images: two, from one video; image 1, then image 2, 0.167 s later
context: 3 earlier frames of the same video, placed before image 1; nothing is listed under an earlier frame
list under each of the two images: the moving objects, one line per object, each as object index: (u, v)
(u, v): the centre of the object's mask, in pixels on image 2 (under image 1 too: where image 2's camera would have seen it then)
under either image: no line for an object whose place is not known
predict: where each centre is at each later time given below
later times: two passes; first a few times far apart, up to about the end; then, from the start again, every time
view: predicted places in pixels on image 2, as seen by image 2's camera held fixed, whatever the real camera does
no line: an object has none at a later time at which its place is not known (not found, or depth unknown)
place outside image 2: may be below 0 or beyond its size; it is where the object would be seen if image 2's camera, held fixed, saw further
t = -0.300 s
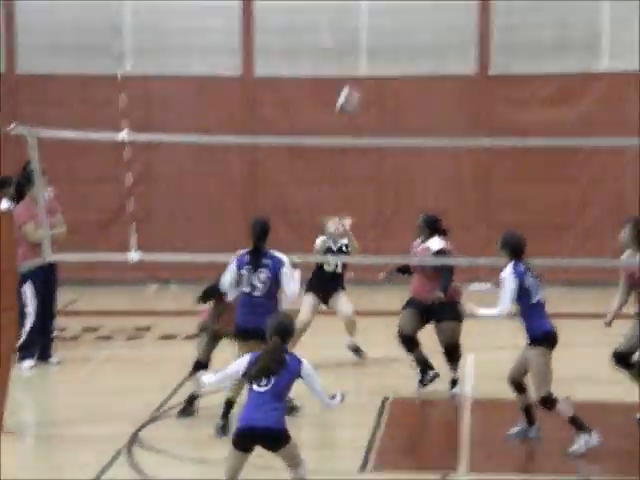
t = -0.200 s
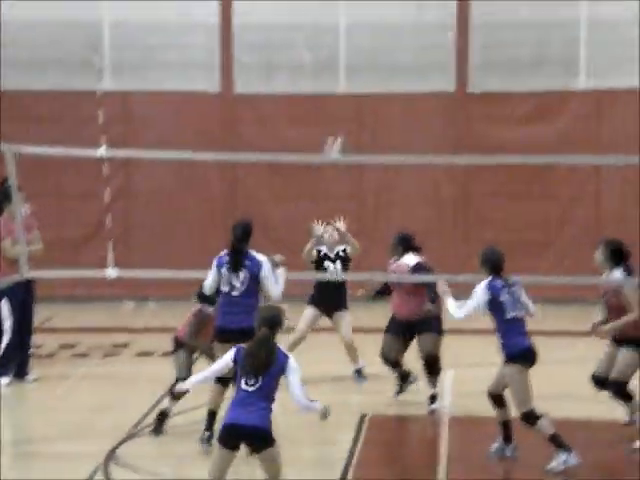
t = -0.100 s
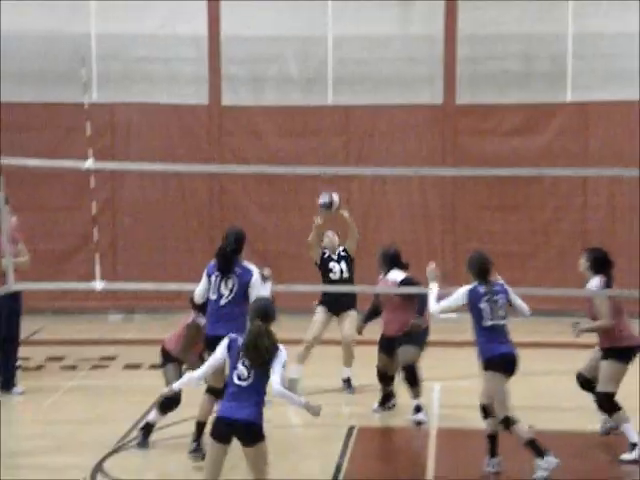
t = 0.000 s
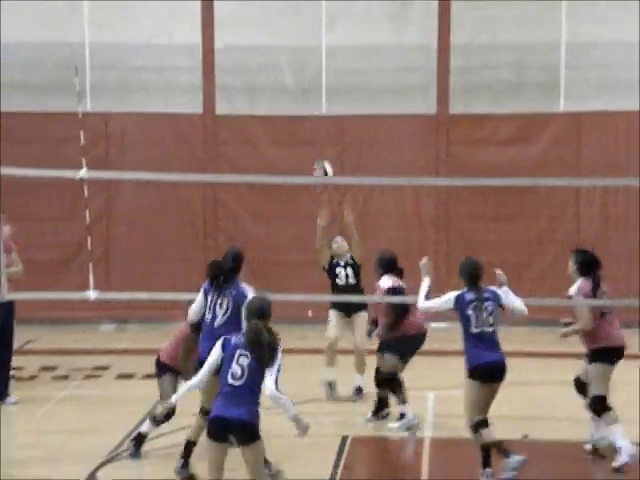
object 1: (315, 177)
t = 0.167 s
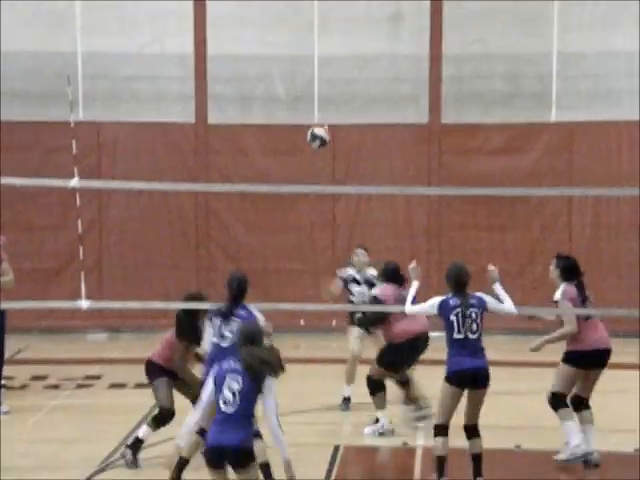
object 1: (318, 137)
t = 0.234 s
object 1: (320, 126)
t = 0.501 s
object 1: (323, 133)
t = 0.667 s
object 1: (325, 174)
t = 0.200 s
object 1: (318, 130)
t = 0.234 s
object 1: (320, 126)
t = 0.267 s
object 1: (321, 121)
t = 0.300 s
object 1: (321, 120)
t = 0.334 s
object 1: (322, 119)
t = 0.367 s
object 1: (322, 119)
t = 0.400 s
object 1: (322, 120)
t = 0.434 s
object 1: (322, 123)
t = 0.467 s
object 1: (322, 128)
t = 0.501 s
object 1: (323, 133)
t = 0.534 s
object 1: (323, 140)
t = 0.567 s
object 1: (324, 147)
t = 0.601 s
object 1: (324, 156)
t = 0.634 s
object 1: (325, 166)
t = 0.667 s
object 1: (325, 174)
